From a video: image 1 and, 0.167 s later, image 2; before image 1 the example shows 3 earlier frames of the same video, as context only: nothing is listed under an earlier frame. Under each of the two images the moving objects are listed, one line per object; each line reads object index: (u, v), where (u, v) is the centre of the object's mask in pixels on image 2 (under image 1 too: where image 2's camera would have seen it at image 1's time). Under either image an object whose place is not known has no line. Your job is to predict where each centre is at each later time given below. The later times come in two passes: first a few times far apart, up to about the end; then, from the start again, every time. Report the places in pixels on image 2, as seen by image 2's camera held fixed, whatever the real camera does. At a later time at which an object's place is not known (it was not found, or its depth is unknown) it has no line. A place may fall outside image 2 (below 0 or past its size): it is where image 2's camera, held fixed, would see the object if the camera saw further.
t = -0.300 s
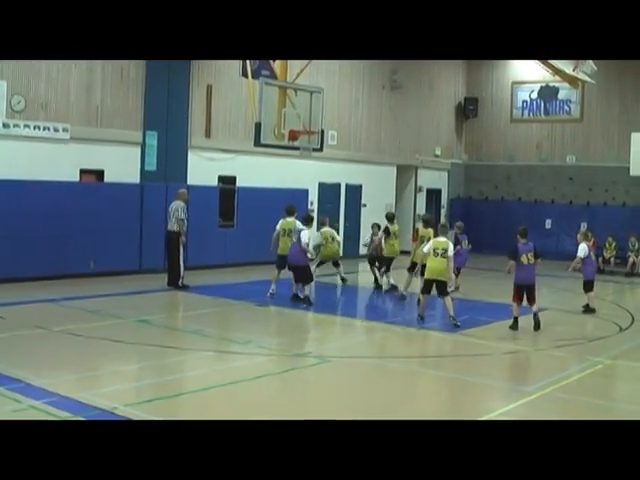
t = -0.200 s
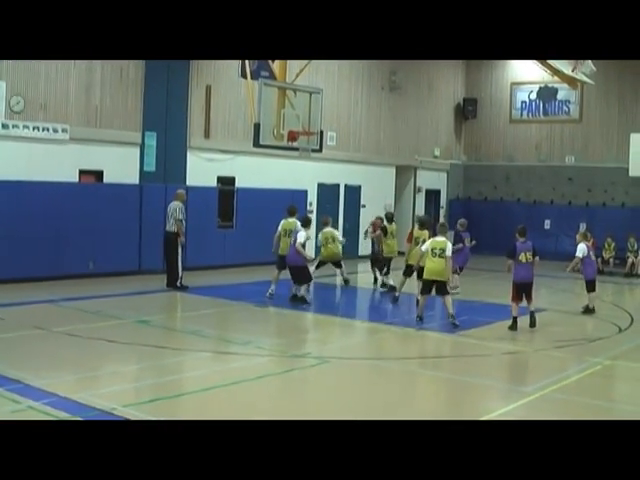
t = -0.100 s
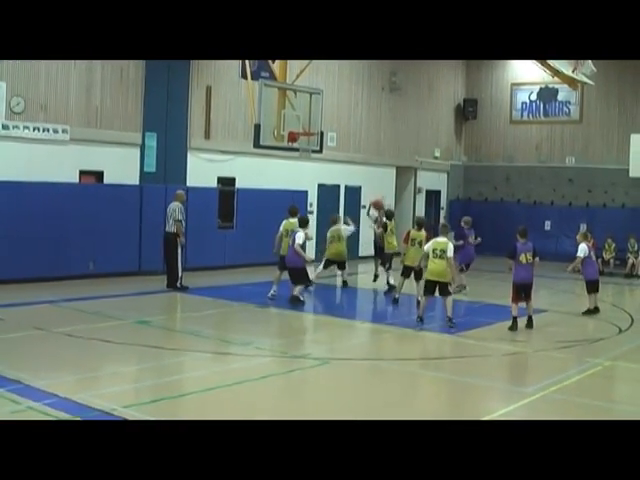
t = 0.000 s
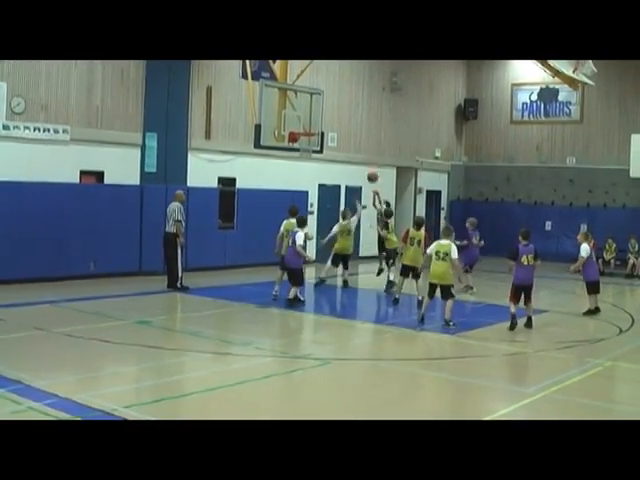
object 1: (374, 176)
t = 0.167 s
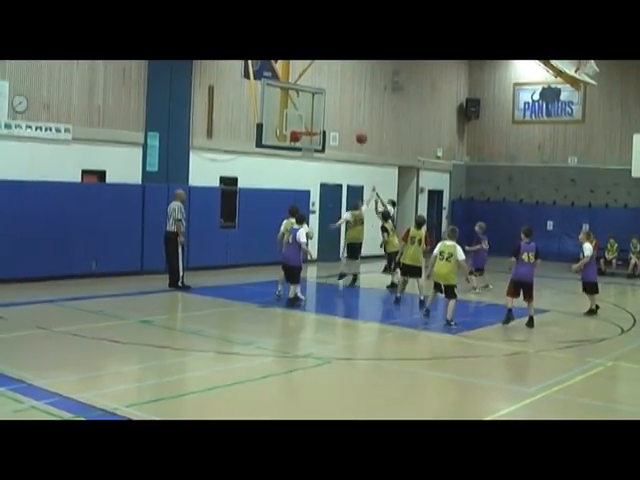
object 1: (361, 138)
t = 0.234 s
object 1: (355, 126)
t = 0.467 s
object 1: (335, 101)
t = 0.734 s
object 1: (309, 105)
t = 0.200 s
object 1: (358, 132)
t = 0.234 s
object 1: (355, 126)
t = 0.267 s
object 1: (352, 121)
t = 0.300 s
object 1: (350, 117)
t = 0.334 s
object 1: (347, 112)
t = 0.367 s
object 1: (344, 109)
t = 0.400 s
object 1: (341, 105)
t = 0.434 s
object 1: (338, 103)
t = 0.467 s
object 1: (335, 101)
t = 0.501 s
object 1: (332, 99)
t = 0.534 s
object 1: (329, 98)
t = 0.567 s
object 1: (325, 98)
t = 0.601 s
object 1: (322, 98)
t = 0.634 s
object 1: (318, 98)
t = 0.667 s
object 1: (315, 99)
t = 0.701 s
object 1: (312, 102)
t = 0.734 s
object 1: (309, 105)
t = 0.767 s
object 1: (305, 108)
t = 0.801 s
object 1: (301, 112)
